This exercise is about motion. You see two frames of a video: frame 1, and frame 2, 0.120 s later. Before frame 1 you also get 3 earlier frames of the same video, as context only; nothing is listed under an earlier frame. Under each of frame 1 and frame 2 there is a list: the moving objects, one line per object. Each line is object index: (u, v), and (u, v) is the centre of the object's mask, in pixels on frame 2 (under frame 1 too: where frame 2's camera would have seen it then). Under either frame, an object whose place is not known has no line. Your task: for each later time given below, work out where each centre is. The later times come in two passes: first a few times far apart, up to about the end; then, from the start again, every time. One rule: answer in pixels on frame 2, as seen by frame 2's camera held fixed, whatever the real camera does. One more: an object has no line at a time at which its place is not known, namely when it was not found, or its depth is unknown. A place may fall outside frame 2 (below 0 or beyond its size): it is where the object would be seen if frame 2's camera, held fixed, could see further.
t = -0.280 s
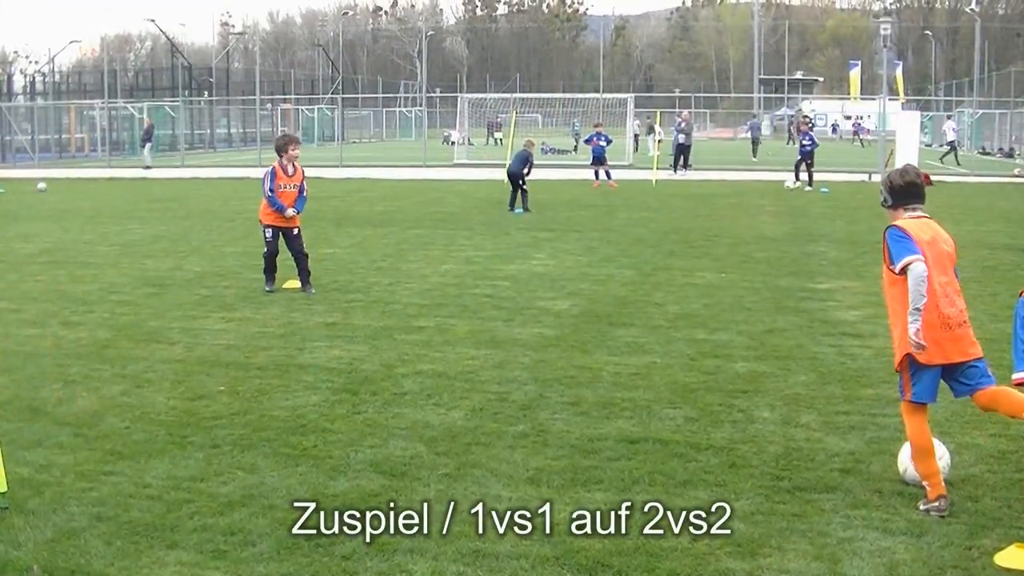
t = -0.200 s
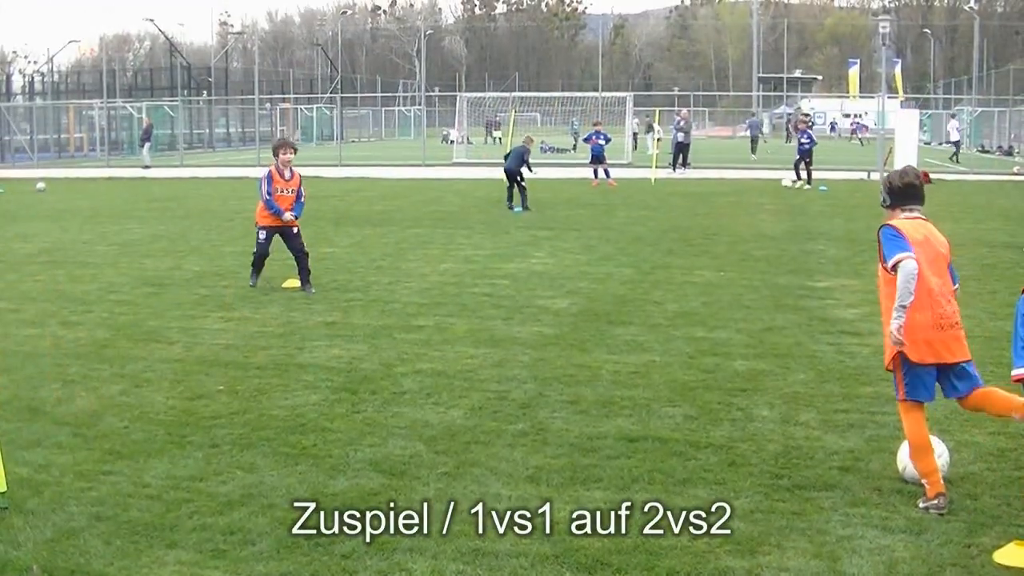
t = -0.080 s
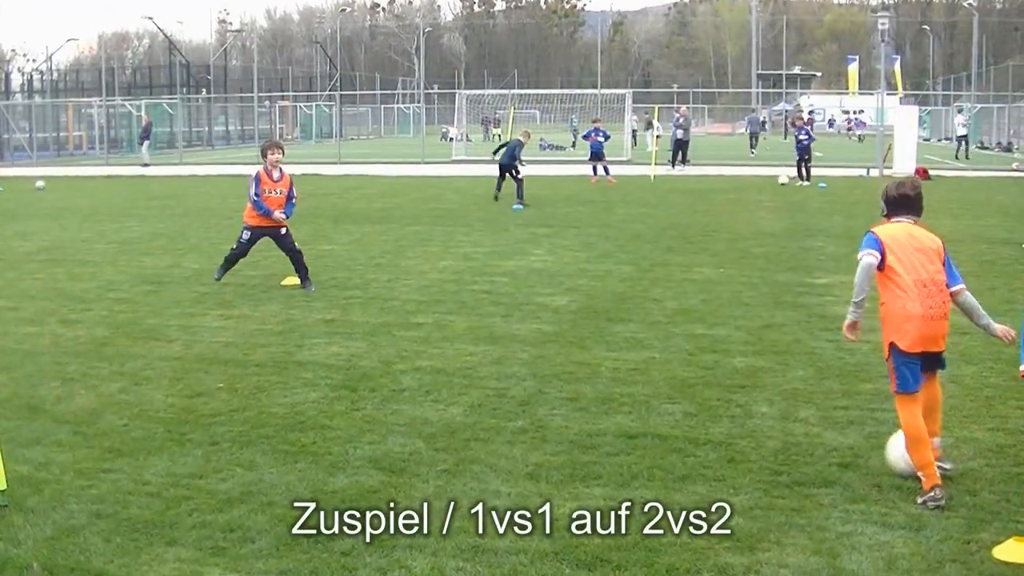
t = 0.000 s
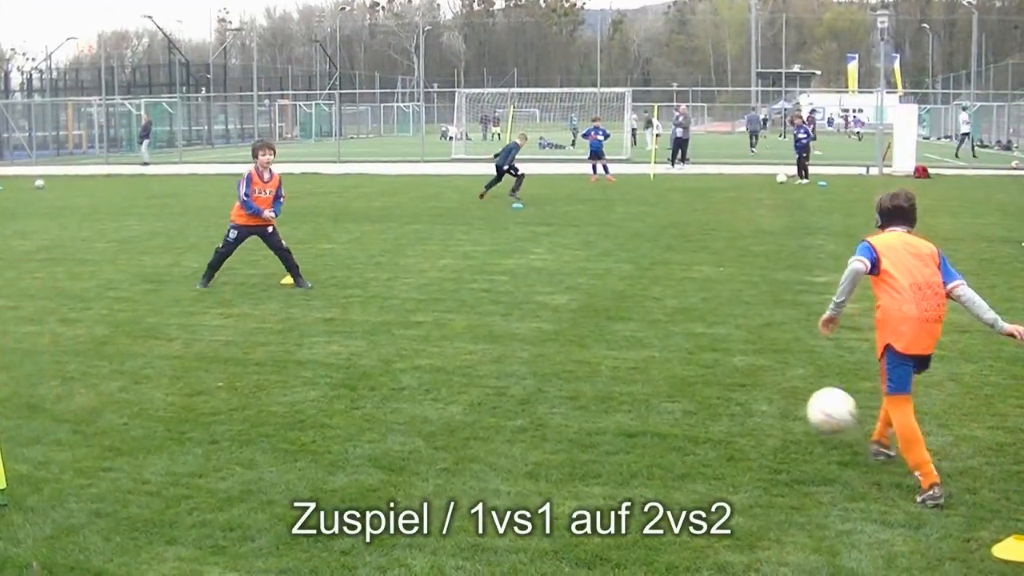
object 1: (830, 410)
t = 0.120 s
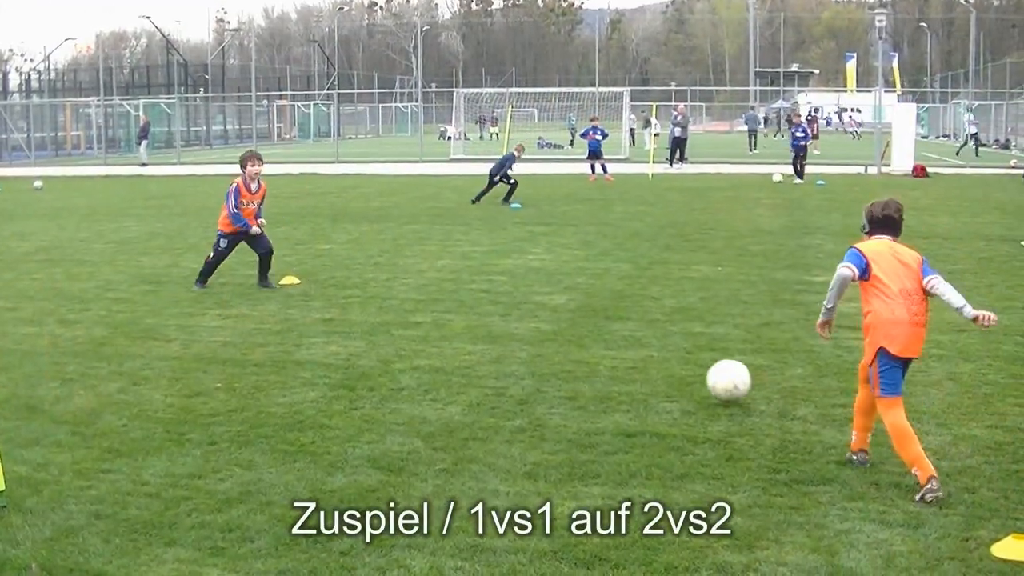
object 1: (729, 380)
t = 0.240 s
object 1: (656, 361)
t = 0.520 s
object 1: (544, 327)
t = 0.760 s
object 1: (478, 308)
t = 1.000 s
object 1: (426, 289)
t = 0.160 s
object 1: (699, 378)
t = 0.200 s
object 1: (676, 369)
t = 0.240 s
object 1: (656, 361)
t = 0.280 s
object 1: (636, 354)
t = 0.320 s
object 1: (618, 351)
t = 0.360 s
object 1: (601, 345)
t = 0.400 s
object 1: (586, 338)
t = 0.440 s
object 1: (571, 331)
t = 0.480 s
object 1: (557, 328)
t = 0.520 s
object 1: (544, 327)
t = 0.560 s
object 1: (531, 324)
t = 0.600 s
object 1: (520, 316)
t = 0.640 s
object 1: (508, 311)
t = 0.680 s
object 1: (498, 309)
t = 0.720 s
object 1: (487, 310)
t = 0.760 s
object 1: (478, 308)
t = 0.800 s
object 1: (468, 304)
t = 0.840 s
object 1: (459, 301)
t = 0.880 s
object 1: (450, 299)
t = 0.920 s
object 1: (442, 297)
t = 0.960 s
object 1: (434, 292)
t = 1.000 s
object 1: (426, 289)
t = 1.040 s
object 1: (419, 289)
